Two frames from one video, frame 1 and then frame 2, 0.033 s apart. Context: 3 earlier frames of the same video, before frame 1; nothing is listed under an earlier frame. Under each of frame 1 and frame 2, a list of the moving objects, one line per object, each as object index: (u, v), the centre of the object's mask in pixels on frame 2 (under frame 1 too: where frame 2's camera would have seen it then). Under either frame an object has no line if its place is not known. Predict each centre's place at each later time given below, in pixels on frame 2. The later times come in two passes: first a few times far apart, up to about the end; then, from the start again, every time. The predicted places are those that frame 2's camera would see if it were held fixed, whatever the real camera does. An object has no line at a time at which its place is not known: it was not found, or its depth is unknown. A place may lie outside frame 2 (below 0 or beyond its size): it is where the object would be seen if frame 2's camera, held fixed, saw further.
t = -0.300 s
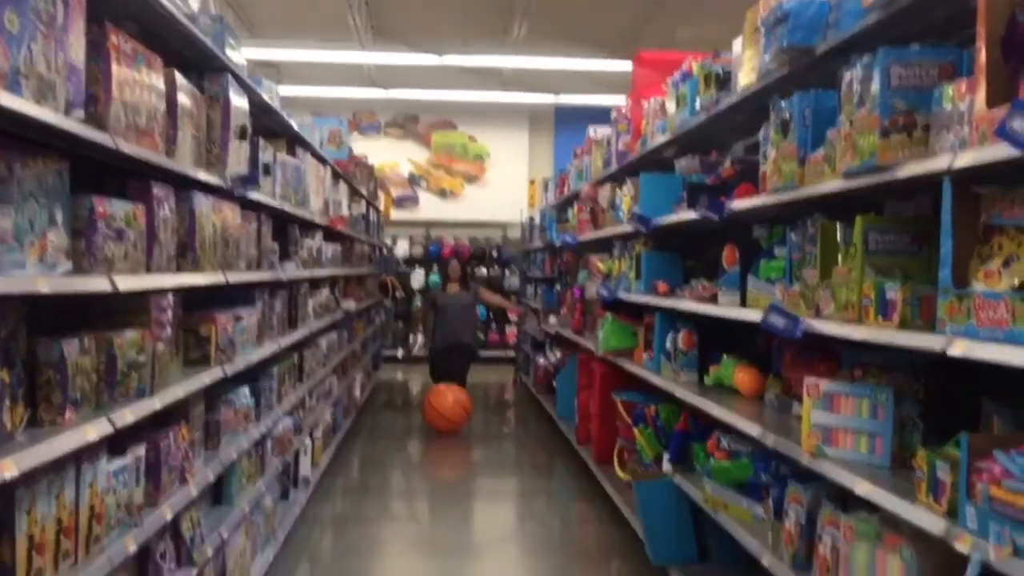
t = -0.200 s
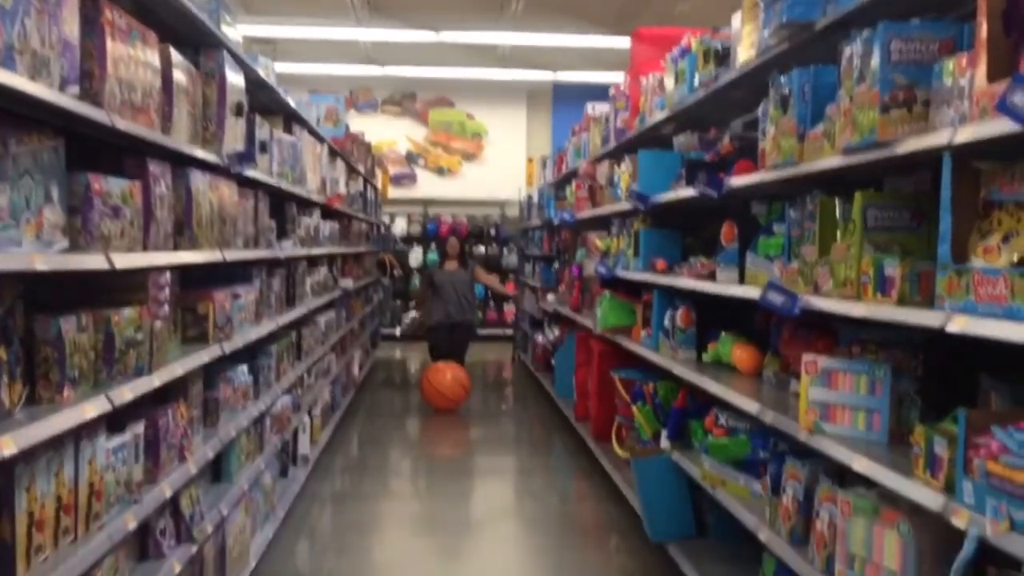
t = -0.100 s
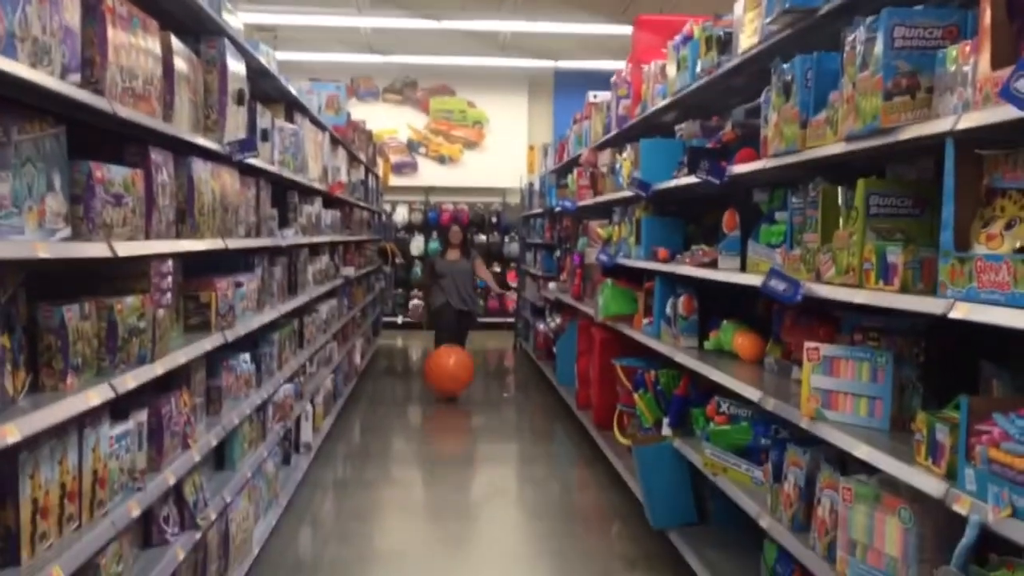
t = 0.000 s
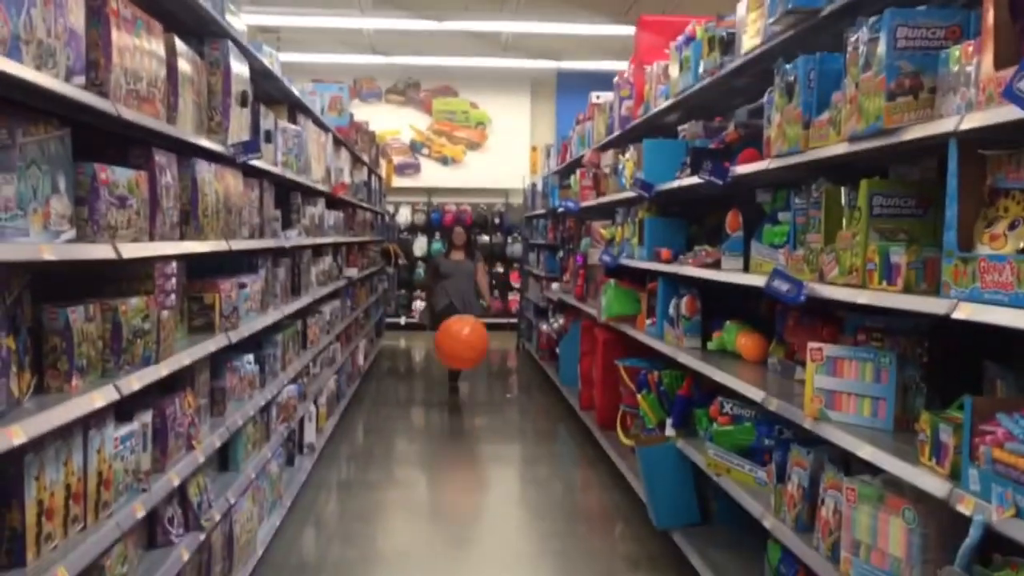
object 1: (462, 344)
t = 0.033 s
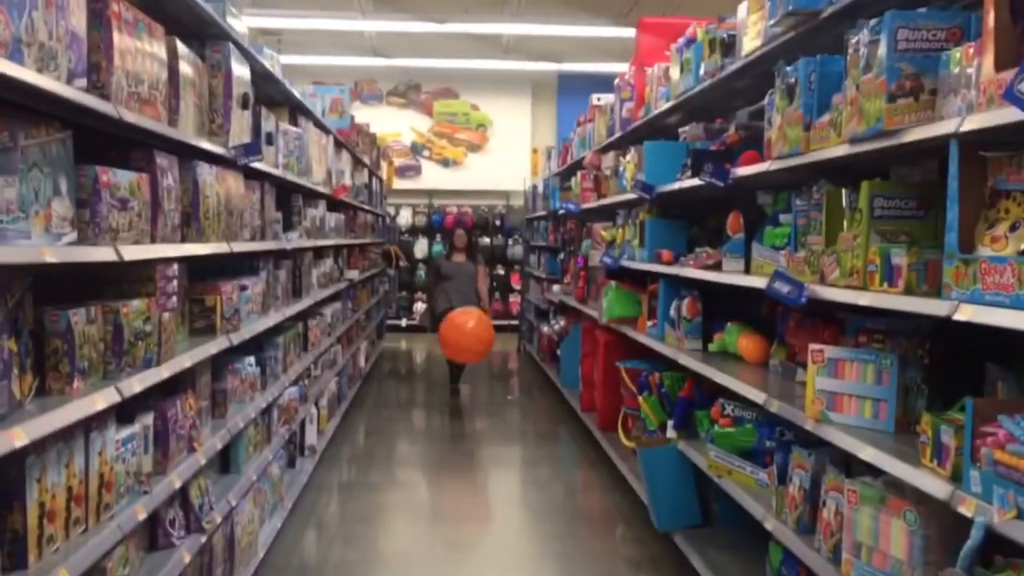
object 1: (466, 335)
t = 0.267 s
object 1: (499, 290)
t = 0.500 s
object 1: (557, 315)
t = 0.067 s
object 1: (470, 327)
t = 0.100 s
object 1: (474, 319)
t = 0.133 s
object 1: (479, 310)
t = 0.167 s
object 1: (483, 303)
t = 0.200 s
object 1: (488, 297)
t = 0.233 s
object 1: (493, 293)
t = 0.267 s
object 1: (499, 290)
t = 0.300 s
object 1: (506, 288)
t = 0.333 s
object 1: (513, 288)
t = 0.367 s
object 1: (520, 290)
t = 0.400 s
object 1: (529, 293)
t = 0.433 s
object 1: (538, 299)
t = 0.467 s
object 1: (547, 306)
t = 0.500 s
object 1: (557, 315)
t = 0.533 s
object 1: (567, 326)
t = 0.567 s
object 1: (577, 340)
